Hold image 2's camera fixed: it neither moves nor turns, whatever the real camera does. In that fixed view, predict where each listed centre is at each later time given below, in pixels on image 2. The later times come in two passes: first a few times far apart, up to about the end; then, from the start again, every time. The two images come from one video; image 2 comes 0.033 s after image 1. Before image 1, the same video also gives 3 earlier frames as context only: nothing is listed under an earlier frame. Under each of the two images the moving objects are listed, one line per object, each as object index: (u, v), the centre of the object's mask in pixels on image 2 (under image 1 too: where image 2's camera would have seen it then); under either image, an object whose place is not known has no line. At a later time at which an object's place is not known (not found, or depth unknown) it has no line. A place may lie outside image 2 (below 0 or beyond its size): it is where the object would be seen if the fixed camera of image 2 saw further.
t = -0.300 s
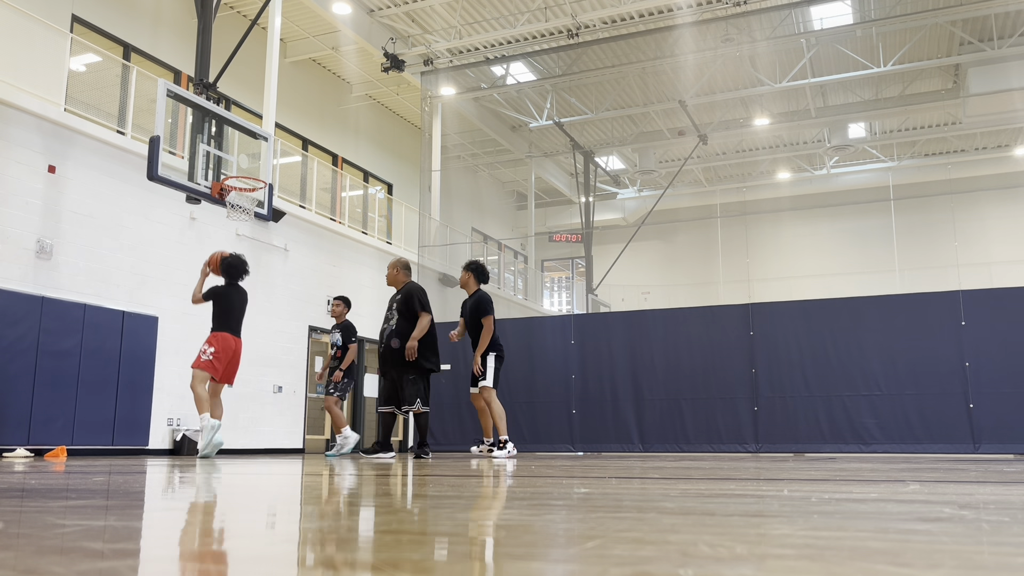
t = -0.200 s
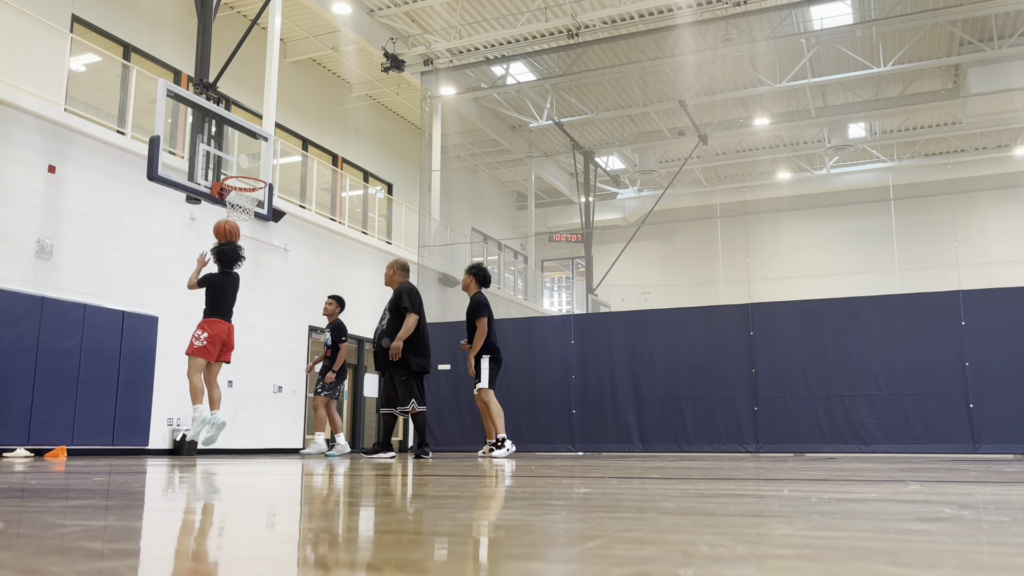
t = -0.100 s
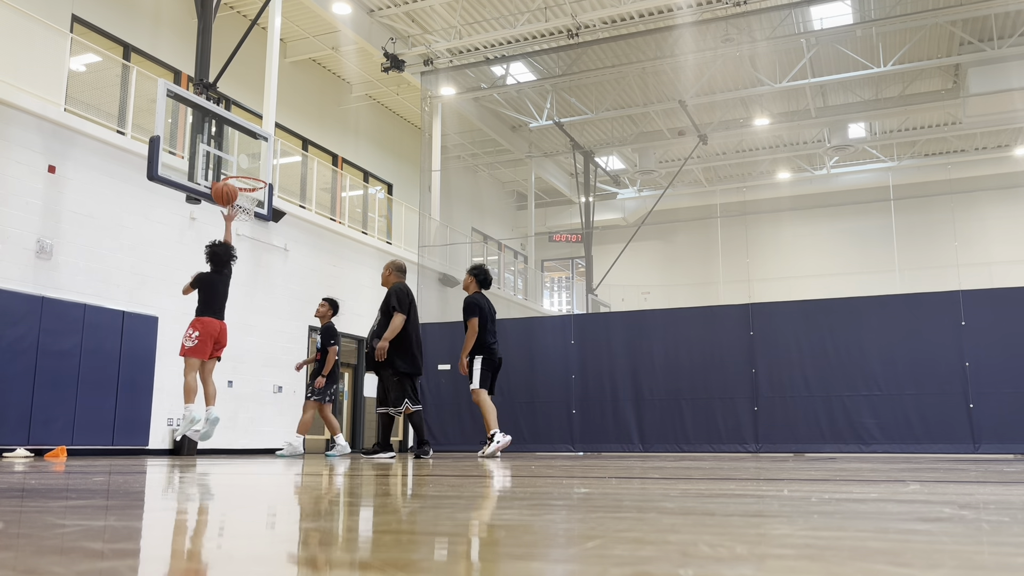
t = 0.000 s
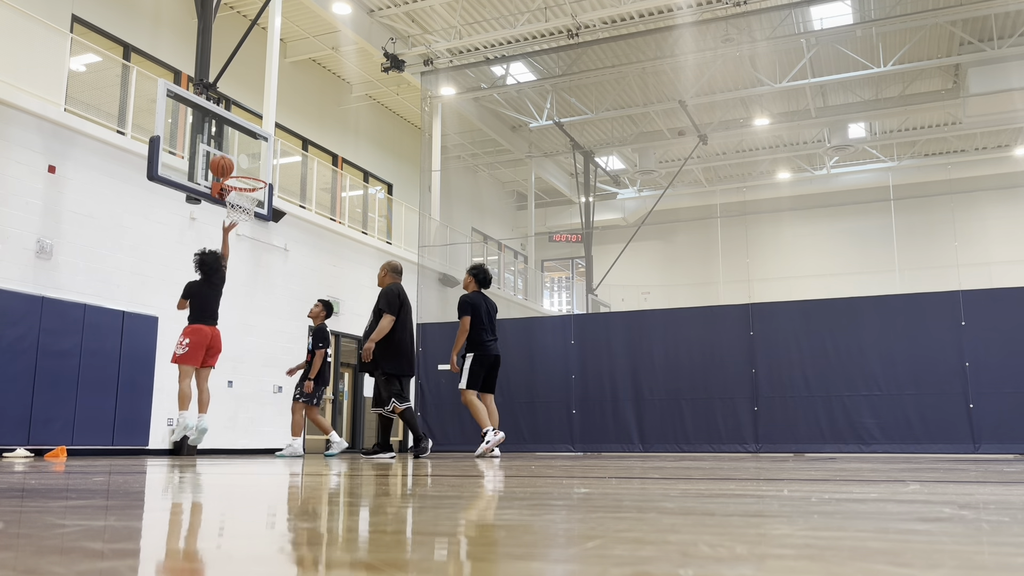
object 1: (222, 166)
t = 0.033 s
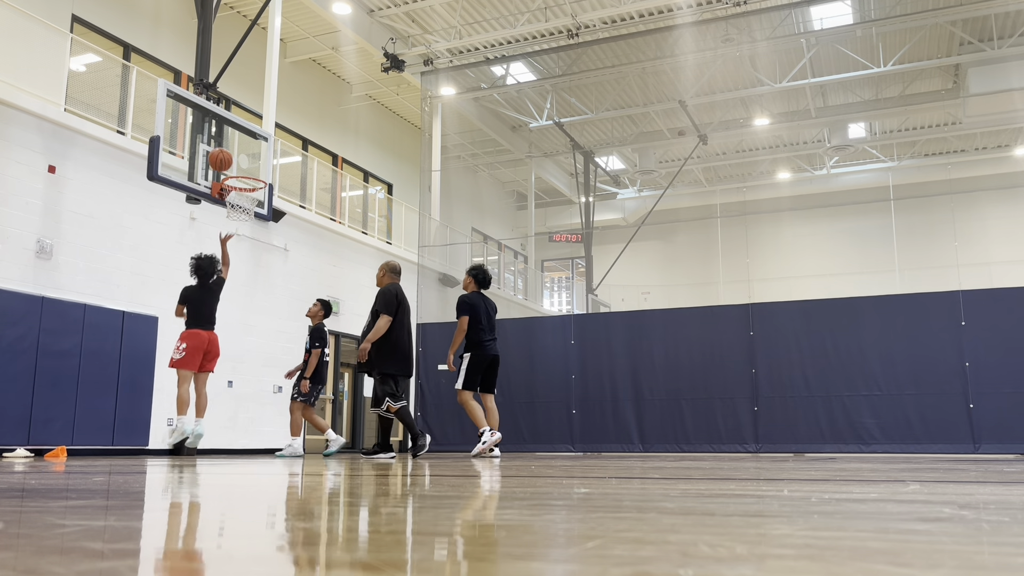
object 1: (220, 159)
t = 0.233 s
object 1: (212, 142)
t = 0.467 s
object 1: (232, 158)
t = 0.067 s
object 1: (219, 154)
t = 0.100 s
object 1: (218, 150)
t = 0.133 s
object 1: (217, 146)
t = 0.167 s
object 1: (215, 144)
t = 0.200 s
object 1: (214, 143)
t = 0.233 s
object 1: (212, 142)
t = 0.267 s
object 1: (211, 143)
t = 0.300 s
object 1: (210, 145)
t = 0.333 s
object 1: (208, 147)
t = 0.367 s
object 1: (213, 149)
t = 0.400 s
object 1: (219, 151)
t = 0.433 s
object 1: (226, 154)
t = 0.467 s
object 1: (232, 158)
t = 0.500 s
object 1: (237, 163)
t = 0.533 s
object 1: (243, 168)
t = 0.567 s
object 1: (248, 174)
